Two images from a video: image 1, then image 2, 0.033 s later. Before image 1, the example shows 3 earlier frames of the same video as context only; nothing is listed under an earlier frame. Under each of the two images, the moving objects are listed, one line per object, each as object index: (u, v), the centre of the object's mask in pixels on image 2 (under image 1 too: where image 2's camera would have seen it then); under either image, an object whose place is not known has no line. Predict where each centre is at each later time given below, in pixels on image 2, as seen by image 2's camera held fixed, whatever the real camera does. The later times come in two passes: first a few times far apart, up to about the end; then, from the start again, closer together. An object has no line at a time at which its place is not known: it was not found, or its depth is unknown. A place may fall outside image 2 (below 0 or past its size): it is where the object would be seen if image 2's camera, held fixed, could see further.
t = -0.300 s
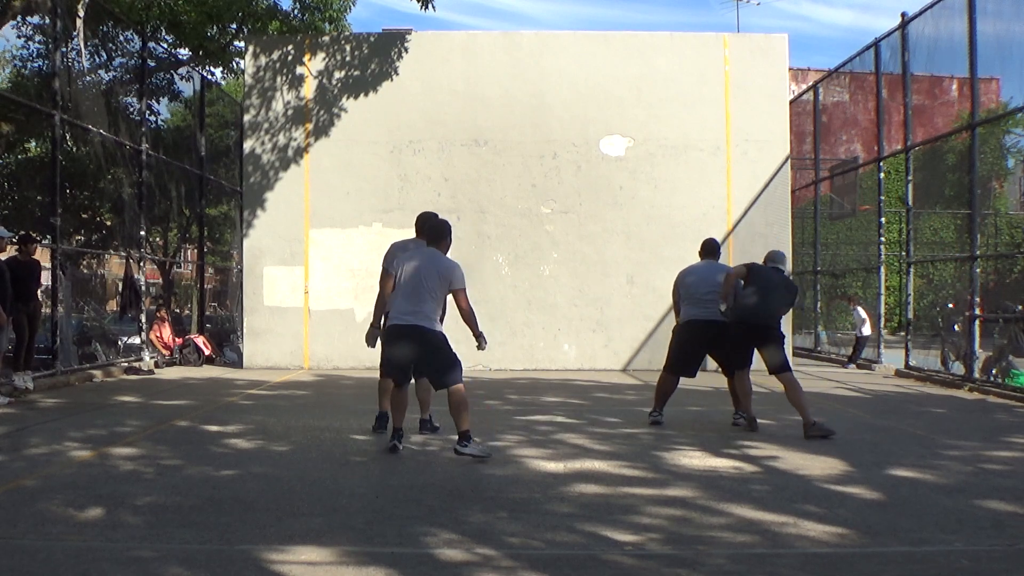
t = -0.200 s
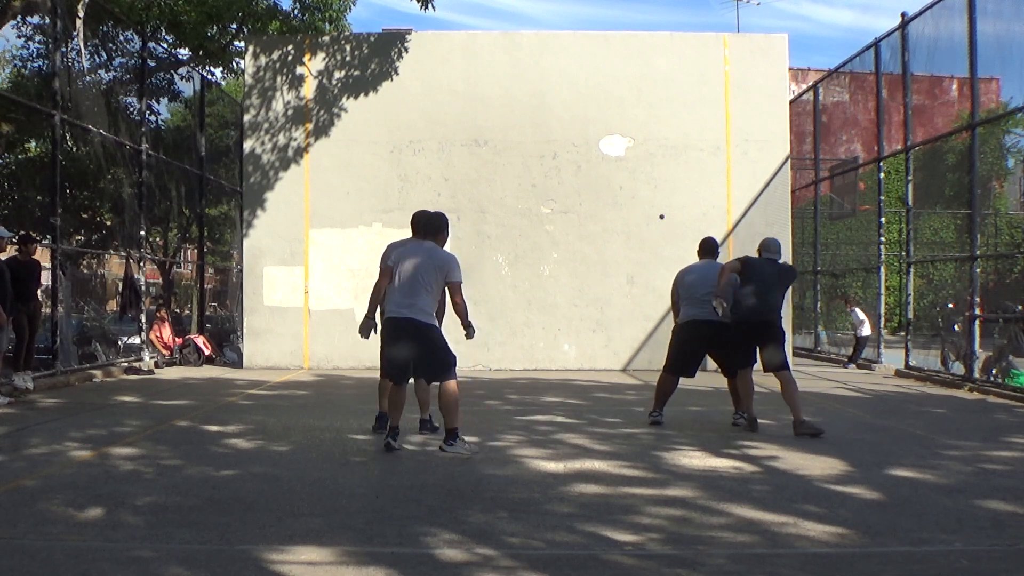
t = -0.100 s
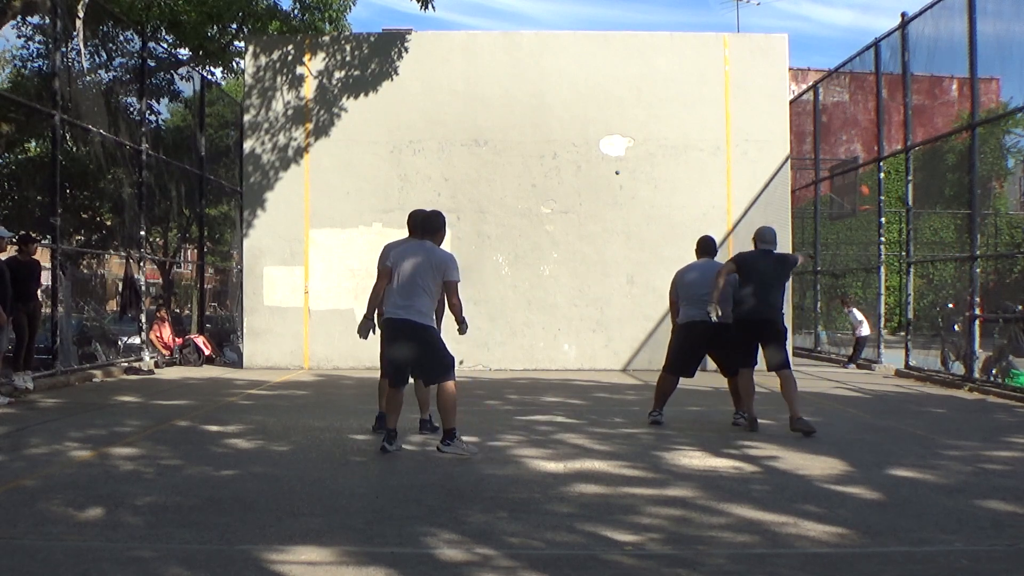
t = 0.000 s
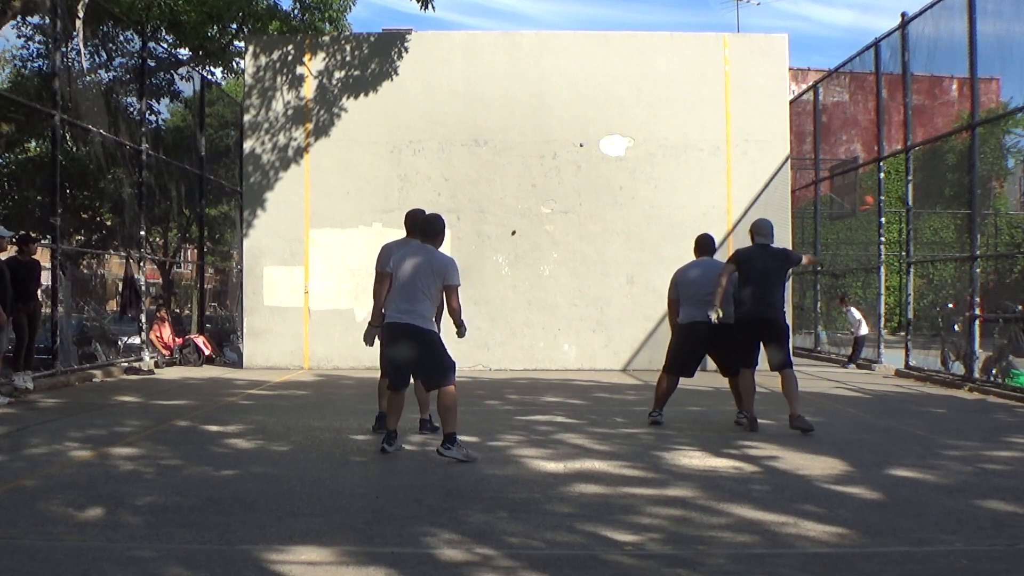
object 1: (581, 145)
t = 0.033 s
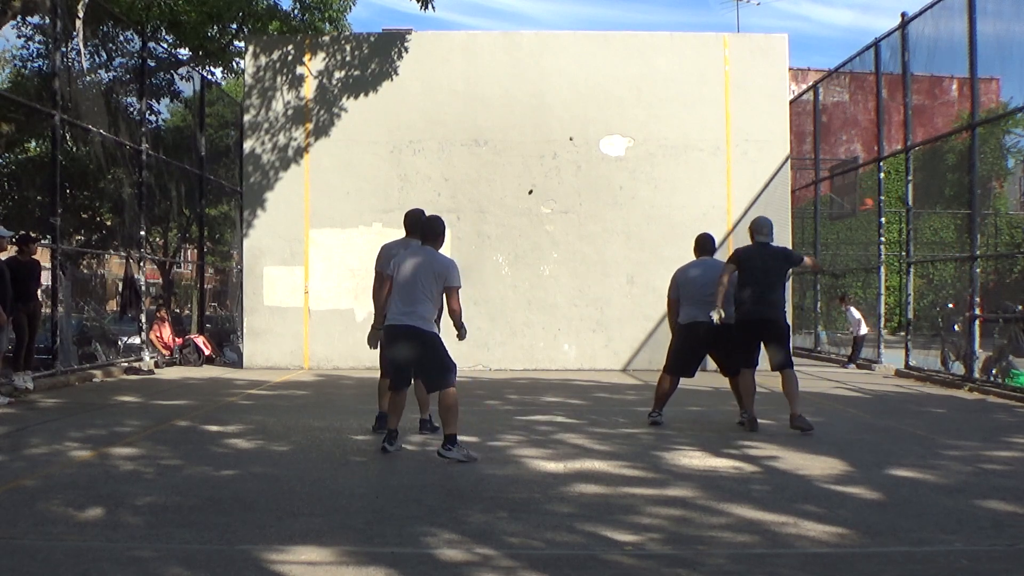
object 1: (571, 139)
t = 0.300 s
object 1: (542, 81)
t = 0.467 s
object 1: (526, 58)
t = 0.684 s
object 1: (497, 60)
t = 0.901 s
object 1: (452, 123)
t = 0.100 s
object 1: (556, 127)
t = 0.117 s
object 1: (554, 122)
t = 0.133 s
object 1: (553, 118)
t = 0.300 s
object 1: (542, 81)
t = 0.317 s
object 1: (540, 78)
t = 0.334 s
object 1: (539, 75)
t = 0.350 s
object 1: (537, 72)
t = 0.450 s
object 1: (528, 59)
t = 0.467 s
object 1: (526, 58)
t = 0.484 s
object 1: (524, 56)
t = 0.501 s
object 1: (522, 55)
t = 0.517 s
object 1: (521, 54)
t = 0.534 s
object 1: (518, 54)
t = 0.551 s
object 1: (516, 53)
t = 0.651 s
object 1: (502, 56)
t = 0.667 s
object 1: (500, 58)
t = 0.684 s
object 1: (497, 60)
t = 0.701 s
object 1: (494, 61)
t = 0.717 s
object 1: (492, 64)
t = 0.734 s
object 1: (488, 67)
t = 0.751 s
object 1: (485, 70)
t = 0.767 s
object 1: (482, 74)
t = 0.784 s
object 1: (479, 78)
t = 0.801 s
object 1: (476, 83)
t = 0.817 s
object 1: (472, 88)
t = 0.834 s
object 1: (468, 94)
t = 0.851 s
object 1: (464, 100)
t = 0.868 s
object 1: (460, 107)
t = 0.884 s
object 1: (456, 114)
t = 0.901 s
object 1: (452, 123)
